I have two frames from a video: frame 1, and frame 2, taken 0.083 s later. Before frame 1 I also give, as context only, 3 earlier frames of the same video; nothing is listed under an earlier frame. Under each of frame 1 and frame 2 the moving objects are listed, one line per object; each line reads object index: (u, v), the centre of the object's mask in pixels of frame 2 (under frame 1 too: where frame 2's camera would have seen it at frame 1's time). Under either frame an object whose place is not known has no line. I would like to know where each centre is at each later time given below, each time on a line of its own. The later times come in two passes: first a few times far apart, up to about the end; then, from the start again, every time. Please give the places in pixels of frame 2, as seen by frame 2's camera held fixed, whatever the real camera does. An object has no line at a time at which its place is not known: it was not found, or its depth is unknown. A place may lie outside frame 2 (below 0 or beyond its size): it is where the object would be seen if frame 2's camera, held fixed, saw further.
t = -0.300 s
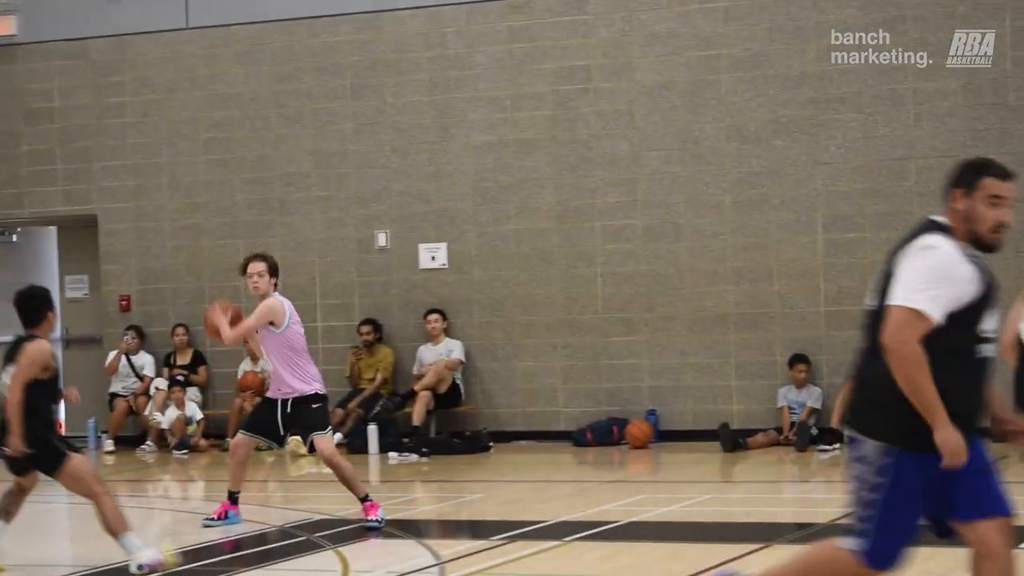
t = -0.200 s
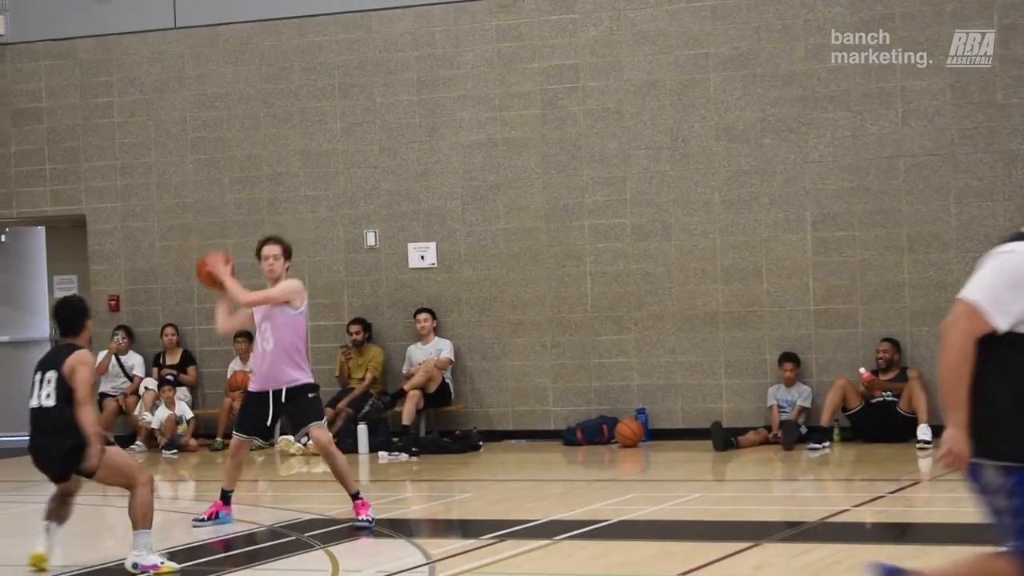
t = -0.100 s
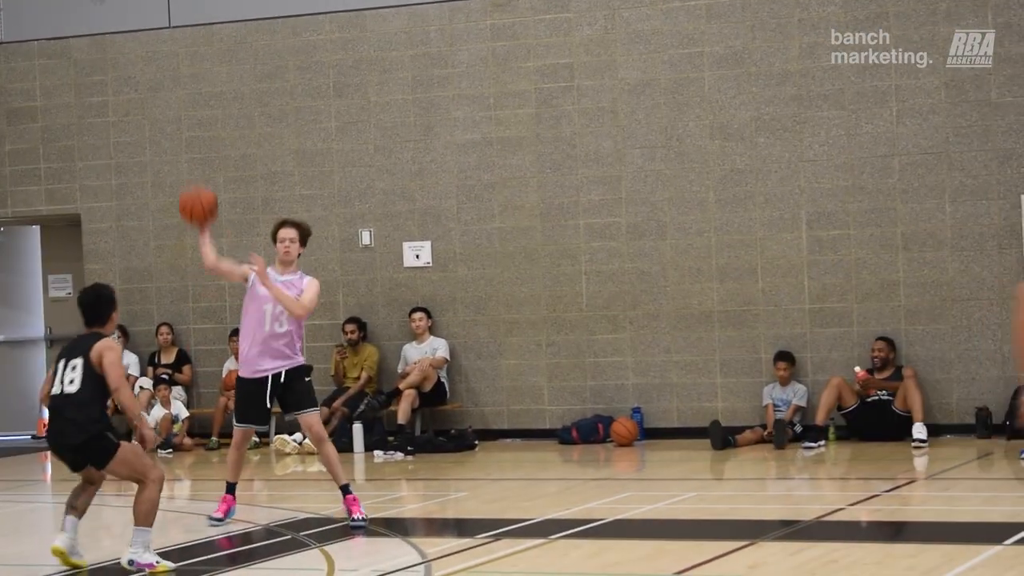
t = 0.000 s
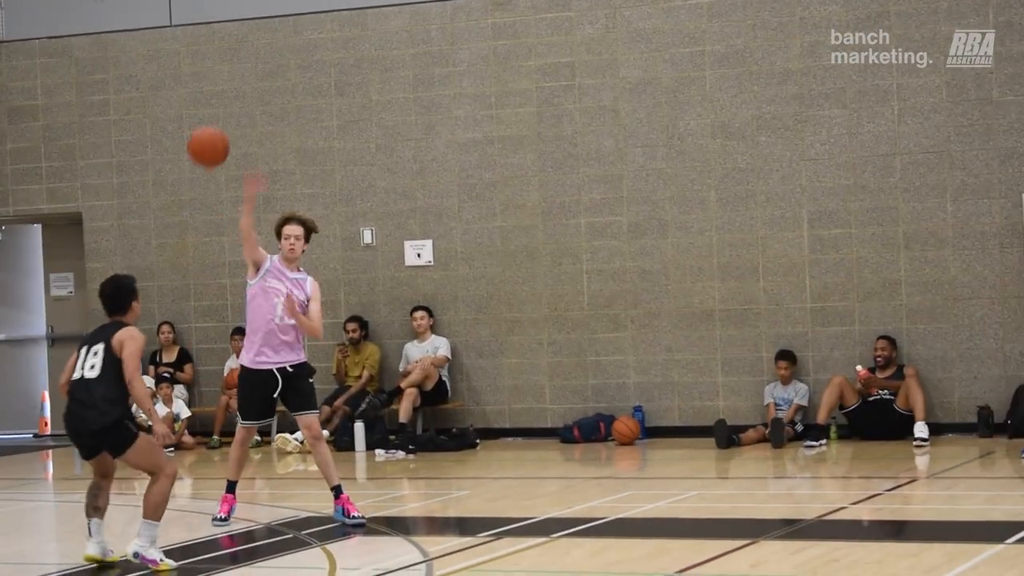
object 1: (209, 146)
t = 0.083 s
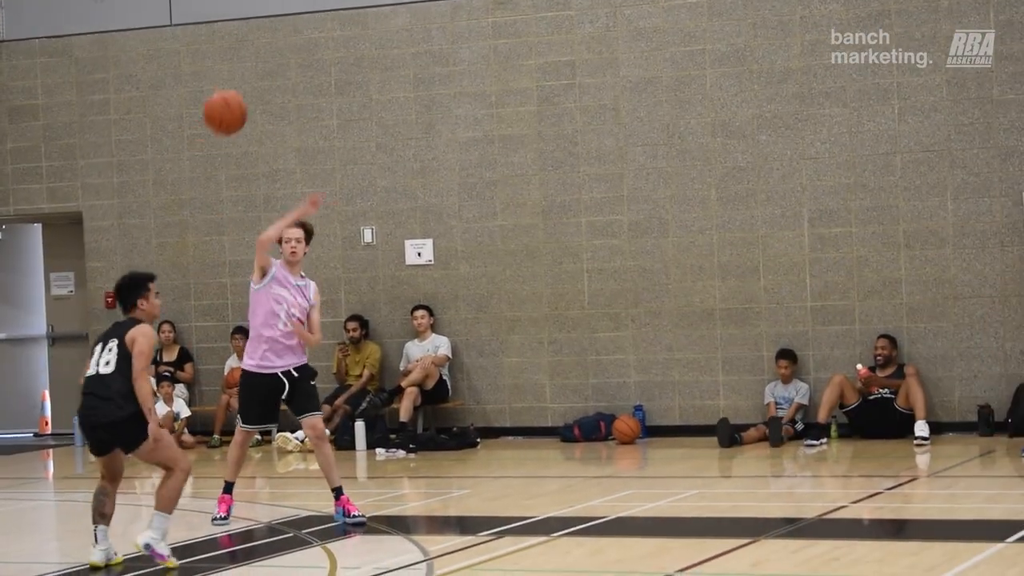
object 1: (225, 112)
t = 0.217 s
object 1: (255, 77)
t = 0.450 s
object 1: (329, 97)
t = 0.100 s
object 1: (229, 106)
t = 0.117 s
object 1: (232, 100)
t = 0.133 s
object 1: (235, 96)
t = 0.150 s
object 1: (239, 91)
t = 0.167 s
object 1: (243, 87)
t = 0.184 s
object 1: (247, 83)
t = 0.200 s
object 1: (251, 80)
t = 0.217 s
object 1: (255, 77)
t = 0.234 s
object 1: (259, 75)
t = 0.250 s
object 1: (263, 73)
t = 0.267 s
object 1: (267, 72)
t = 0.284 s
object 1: (272, 71)
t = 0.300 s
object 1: (277, 71)
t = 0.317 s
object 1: (281, 72)
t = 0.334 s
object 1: (286, 72)
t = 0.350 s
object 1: (291, 74)
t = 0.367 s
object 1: (298, 76)
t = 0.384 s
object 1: (304, 79)
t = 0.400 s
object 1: (310, 82)
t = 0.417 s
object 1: (315, 87)
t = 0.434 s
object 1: (322, 91)
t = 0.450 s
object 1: (329, 97)
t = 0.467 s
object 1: (336, 104)
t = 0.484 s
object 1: (342, 112)
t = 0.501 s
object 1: (350, 121)
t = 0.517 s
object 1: (359, 130)
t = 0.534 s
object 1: (368, 141)
